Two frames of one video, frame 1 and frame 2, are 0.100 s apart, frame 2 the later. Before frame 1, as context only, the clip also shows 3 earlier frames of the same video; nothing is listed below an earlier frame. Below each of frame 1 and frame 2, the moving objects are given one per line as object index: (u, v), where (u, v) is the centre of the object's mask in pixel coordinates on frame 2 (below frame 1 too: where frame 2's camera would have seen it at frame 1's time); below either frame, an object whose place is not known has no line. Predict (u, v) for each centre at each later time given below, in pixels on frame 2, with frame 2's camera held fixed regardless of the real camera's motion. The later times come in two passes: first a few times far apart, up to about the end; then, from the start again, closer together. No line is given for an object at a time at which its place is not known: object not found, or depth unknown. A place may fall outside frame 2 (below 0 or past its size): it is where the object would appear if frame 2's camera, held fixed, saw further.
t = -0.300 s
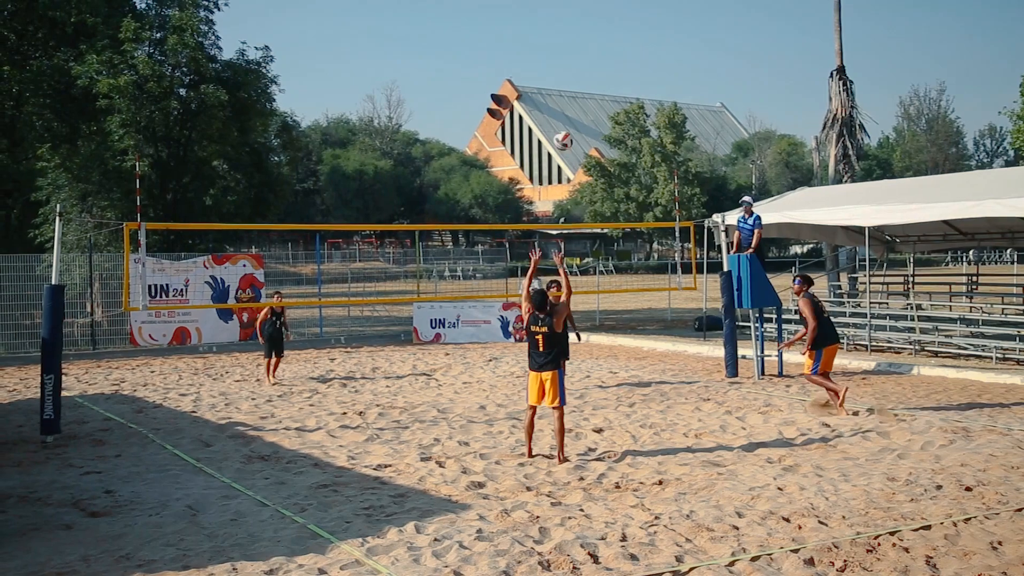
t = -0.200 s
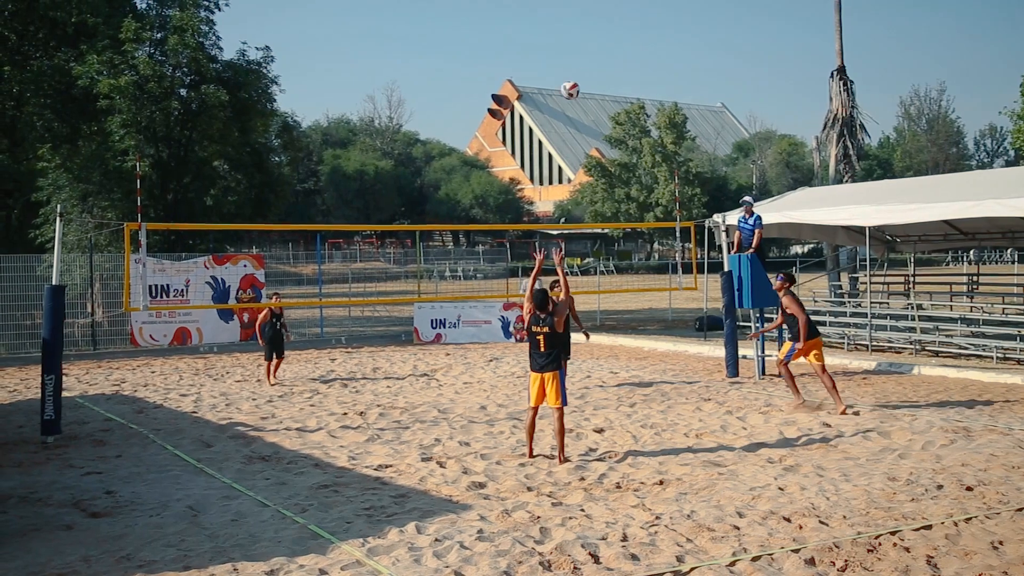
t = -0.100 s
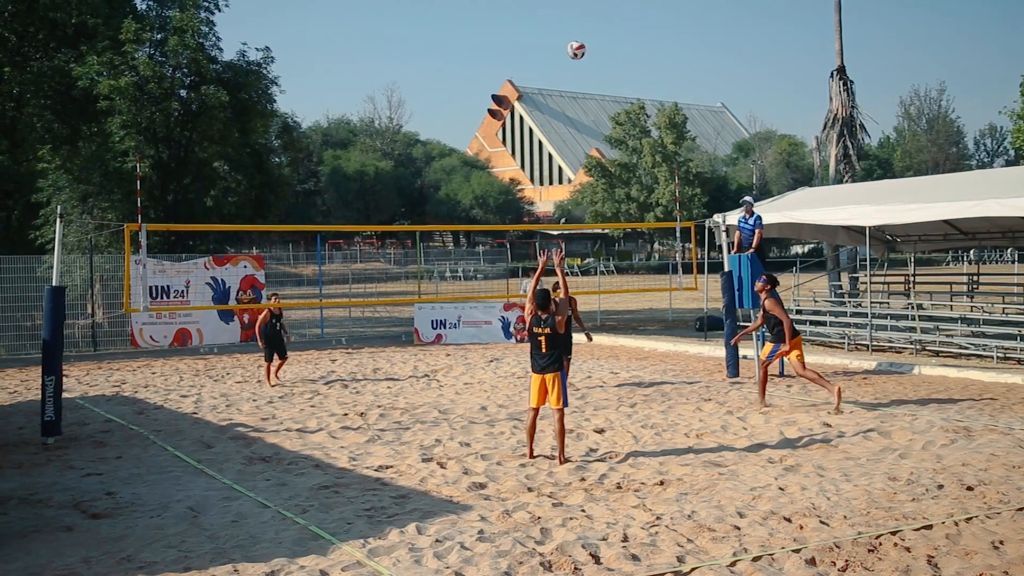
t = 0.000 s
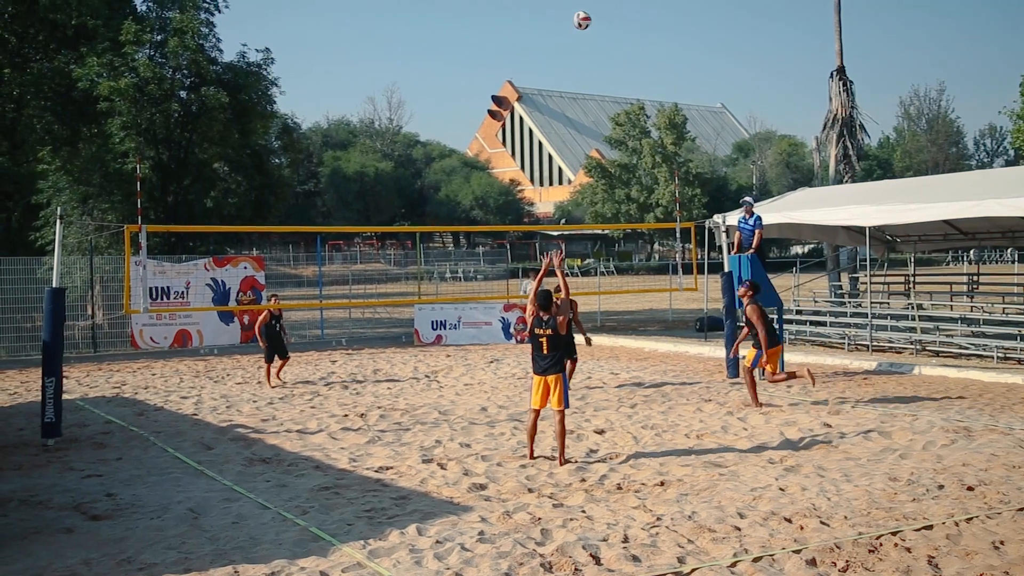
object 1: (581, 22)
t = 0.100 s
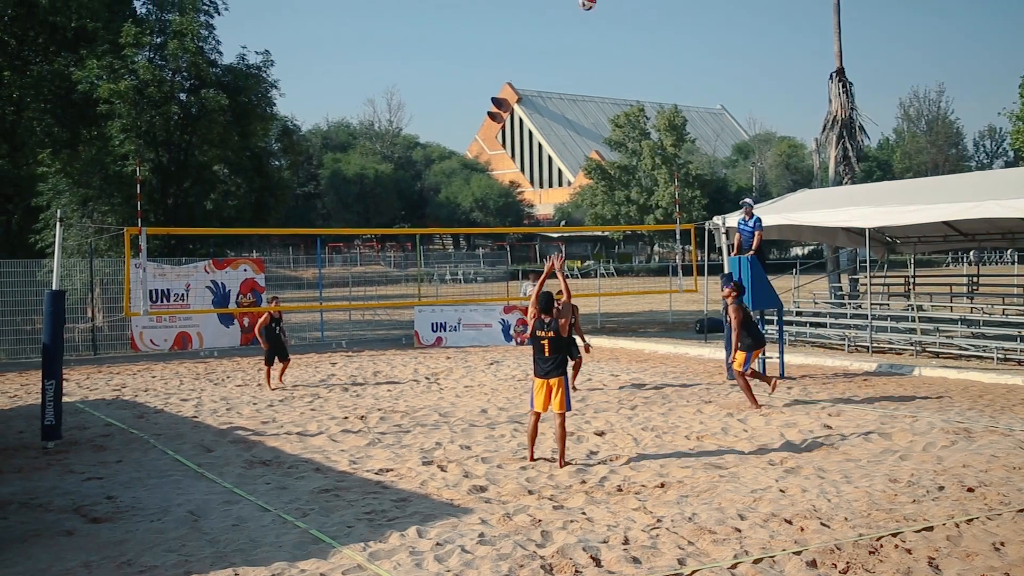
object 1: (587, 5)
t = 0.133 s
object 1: (589, 2)
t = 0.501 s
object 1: (611, 2)
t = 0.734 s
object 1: (624, 56)
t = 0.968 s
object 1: (636, 145)
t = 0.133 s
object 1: (589, 2)
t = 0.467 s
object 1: (609, 0)
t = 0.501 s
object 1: (611, 2)
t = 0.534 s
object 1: (613, 6)
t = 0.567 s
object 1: (615, 13)
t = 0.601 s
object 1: (617, 20)
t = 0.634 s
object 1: (619, 28)
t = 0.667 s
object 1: (621, 36)
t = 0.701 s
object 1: (623, 46)
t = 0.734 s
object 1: (624, 56)
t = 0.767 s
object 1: (627, 66)
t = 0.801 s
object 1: (628, 78)
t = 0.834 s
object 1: (630, 90)
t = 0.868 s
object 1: (632, 102)
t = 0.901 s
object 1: (632, 116)
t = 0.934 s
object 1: (635, 130)
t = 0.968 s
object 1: (636, 145)
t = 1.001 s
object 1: (638, 159)
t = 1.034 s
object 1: (640, 175)
